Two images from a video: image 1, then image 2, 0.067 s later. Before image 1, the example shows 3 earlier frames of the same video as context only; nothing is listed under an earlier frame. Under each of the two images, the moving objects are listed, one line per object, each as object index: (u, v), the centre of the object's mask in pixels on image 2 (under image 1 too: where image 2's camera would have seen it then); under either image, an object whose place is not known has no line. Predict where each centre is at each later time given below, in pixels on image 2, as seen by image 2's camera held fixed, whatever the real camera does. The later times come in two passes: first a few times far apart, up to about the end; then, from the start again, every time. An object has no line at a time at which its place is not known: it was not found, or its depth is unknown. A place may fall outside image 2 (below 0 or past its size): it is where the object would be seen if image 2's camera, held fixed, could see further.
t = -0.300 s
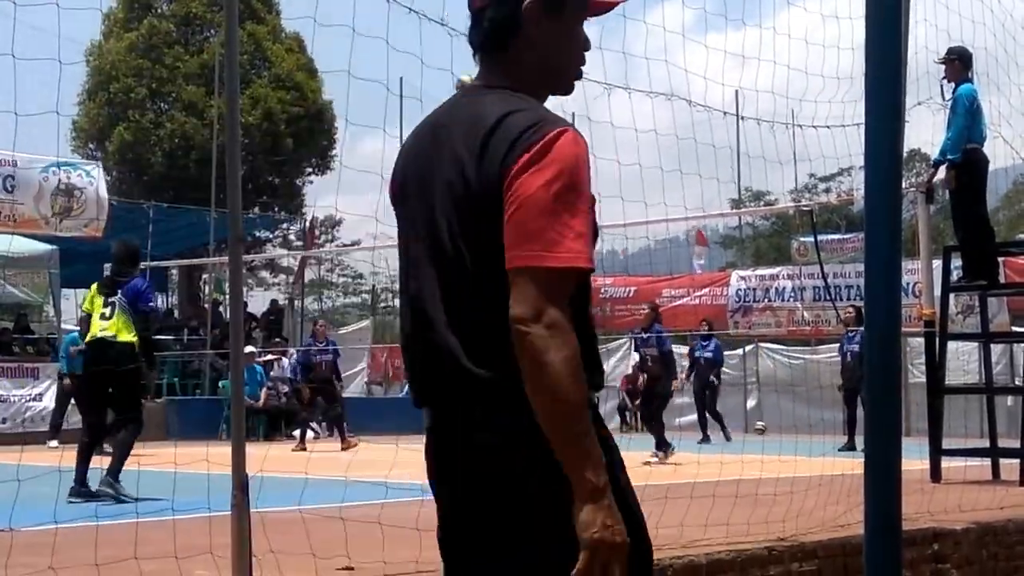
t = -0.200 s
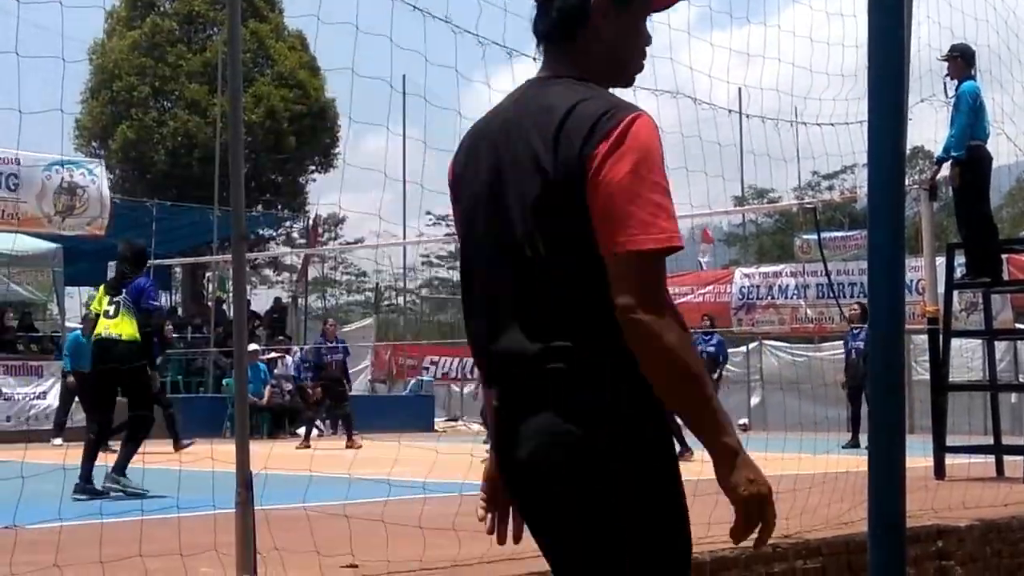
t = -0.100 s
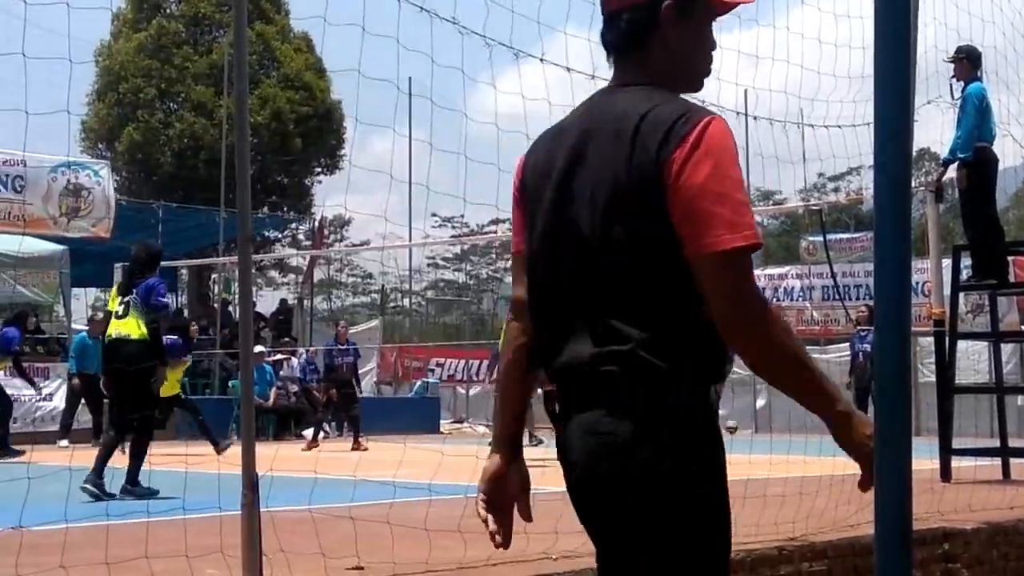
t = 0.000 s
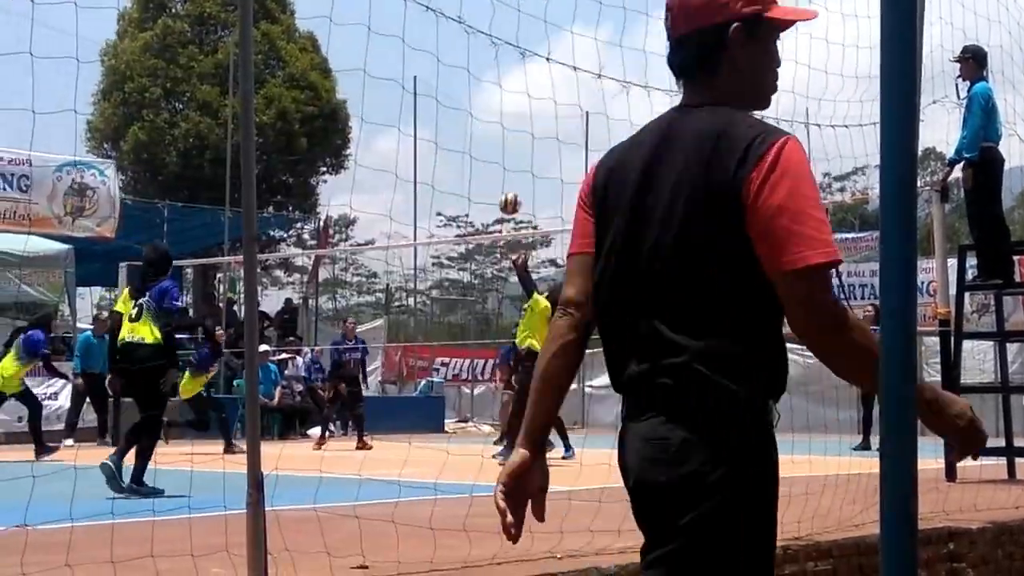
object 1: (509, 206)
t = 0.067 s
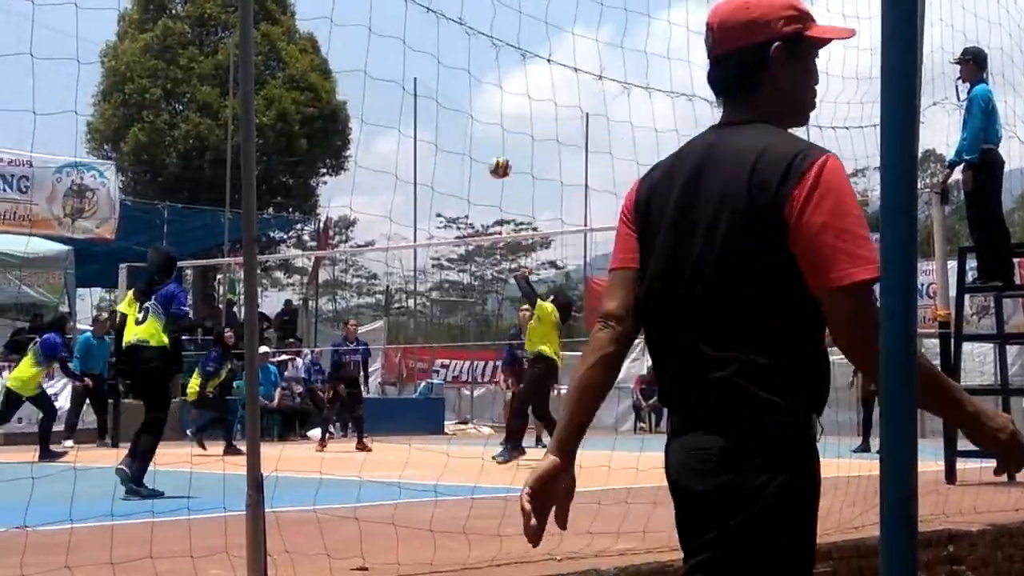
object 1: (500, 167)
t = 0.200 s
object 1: (479, 109)
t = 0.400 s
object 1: (452, 56)
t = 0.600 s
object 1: (426, 46)
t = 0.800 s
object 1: (402, 76)
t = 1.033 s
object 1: (376, 157)
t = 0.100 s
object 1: (495, 151)
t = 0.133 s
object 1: (489, 135)
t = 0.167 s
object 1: (484, 122)
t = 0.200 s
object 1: (479, 109)
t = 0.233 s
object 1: (475, 97)
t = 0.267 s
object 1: (470, 86)
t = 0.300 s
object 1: (465, 77)
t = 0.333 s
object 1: (461, 69)
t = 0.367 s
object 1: (456, 62)
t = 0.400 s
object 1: (452, 56)
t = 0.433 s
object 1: (447, 52)
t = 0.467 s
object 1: (443, 48)
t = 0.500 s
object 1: (439, 46)
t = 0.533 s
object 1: (435, 45)
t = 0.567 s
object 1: (430, 45)
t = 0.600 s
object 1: (426, 46)
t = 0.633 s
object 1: (422, 48)
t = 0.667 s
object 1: (418, 51)
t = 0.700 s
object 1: (414, 56)
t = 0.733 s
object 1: (410, 61)
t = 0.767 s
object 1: (405, 68)
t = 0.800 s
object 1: (402, 76)
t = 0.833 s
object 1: (398, 84)
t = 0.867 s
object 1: (394, 94)
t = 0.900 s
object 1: (391, 104)
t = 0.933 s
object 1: (386, 116)
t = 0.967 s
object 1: (383, 129)
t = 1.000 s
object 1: (379, 142)
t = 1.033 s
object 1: (376, 157)
